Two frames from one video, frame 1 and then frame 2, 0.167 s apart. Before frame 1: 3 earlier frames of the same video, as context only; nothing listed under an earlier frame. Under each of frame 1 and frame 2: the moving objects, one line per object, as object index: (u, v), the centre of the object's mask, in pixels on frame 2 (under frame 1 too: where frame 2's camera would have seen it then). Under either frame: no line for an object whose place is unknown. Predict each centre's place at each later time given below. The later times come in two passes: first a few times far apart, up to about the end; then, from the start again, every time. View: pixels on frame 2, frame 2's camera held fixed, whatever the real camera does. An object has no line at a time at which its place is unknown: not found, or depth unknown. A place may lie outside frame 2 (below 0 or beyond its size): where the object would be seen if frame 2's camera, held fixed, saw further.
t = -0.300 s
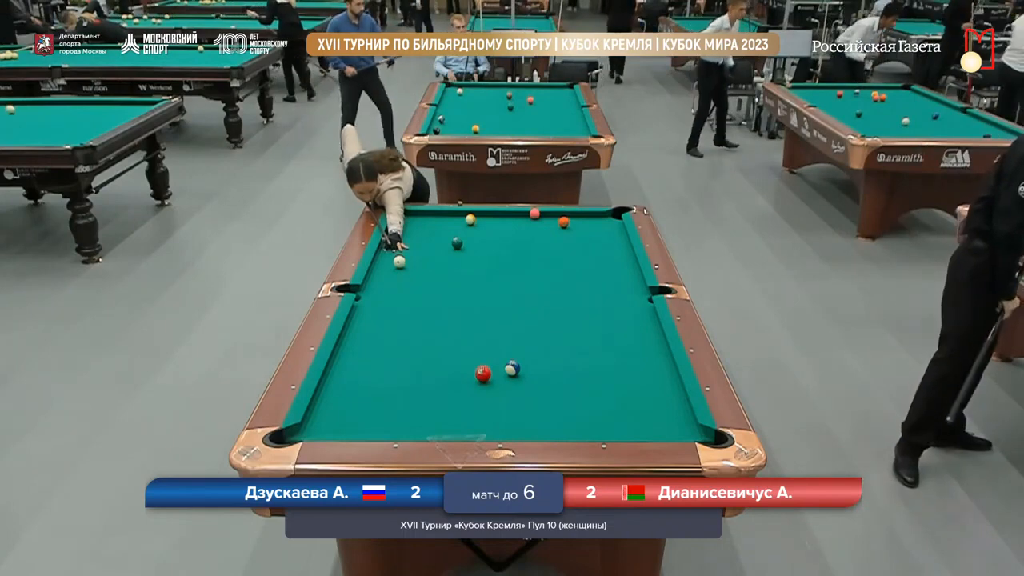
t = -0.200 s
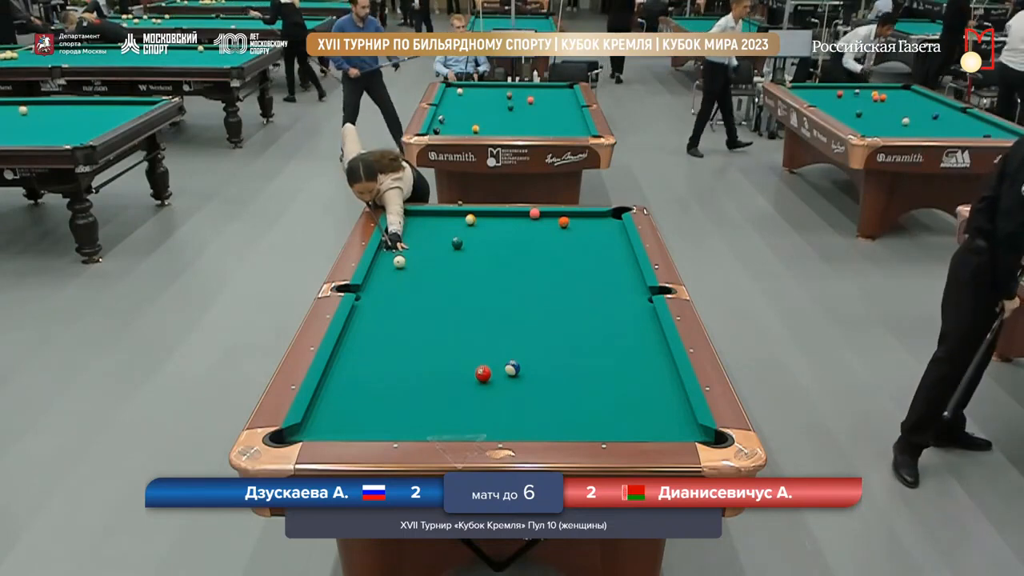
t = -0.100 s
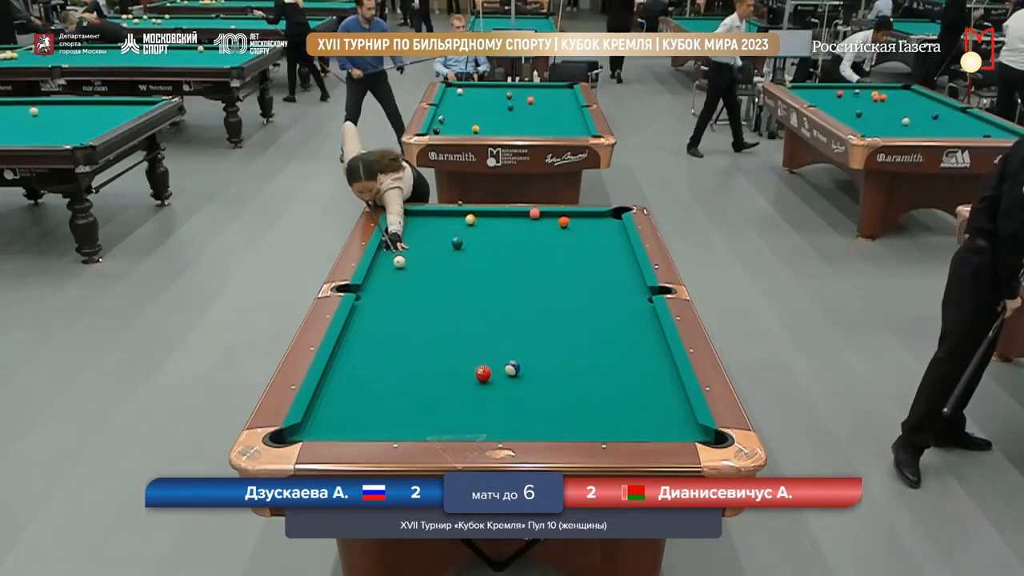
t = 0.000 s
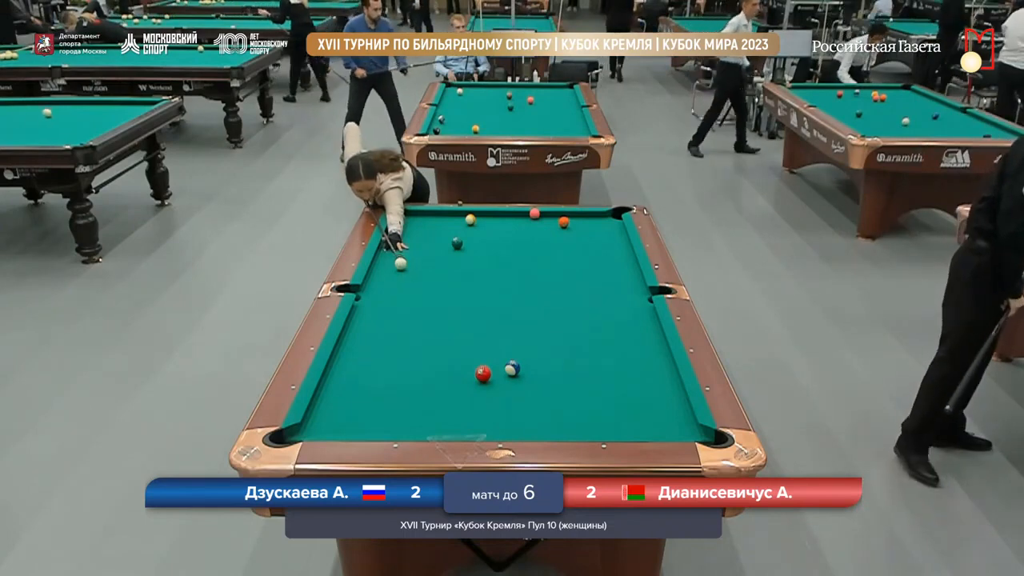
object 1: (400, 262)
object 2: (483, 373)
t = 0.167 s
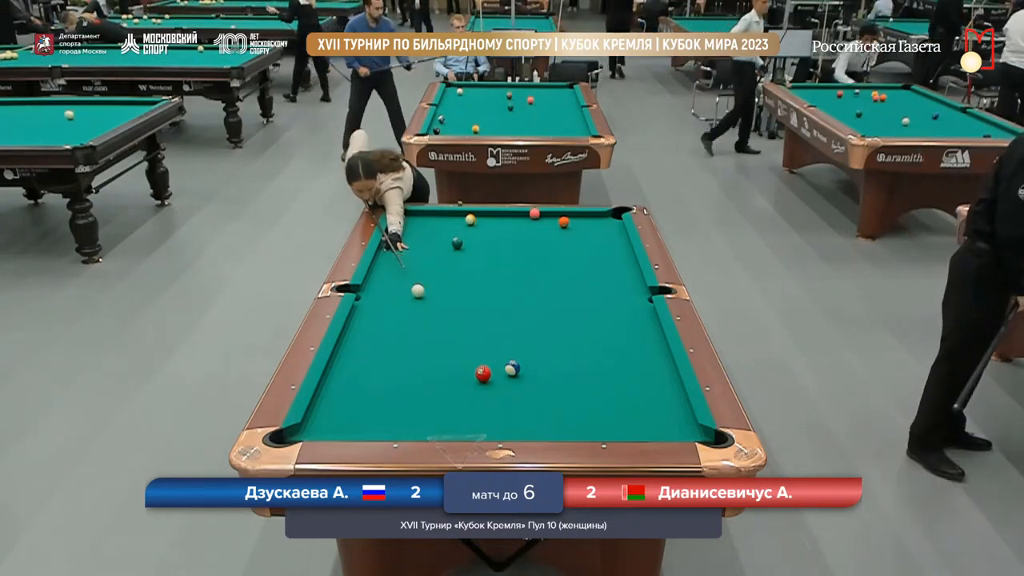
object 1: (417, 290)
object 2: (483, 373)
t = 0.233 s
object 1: (423, 299)
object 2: (483, 373)
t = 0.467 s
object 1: (450, 342)
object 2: (483, 373)
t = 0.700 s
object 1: (456, 385)
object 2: (506, 378)
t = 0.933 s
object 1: (429, 429)
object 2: (561, 389)
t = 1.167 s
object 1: (425, 402)
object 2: (607, 398)
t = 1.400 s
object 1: (419, 379)
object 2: (661, 409)
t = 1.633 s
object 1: (414, 358)
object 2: (670, 417)
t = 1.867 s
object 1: (410, 341)
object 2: (649, 424)
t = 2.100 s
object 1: (406, 325)
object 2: (628, 428)
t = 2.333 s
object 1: (402, 312)
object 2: (608, 429)
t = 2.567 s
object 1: (399, 299)
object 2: (590, 427)
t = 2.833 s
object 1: (395, 285)
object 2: (571, 425)
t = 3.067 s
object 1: (392, 275)
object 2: (558, 423)
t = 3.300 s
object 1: (389, 265)
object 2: (544, 421)
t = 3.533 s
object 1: (387, 257)
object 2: (532, 419)
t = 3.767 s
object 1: (385, 248)
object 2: (520, 418)
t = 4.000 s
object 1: (386, 241)
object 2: (511, 416)
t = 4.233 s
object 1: (391, 235)
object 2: (502, 415)
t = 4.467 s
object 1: (396, 229)
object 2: (494, 414)
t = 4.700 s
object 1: (400, 224)
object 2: (488, 413)
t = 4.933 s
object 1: (405, 219)
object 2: (482, 413)
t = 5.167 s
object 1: (408, 215)
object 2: (478, 412)
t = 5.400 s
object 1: (410, 213)
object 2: (475, 412)
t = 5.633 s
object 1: (410, 215)
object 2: (473, 412)
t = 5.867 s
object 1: (410, 217)
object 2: (473, 412)
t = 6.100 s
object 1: (410, 219)
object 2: (473, 412)
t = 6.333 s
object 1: (409, 220)
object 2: (473, 412)
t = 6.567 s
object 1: (409, 221)
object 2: (473, 412)
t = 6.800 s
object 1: (409, 222)
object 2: (473, 412)
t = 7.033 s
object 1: (409, 223)
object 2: (474, 412)
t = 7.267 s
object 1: (410, 223)
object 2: (474, 412)
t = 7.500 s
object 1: (410, 224)
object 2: (474, 412)
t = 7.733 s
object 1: (411, 224)
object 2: (474, 412)
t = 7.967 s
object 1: (411, 224)
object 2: (473, 412)
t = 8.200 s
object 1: (411, 224)
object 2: (474, 412)
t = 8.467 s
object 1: (411, 224)
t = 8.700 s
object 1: (411, 224)
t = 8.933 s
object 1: (411, 224)
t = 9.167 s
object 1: (411, 224)
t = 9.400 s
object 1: (411, 224)
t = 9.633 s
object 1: (411, 224)
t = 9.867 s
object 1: (411, 224)
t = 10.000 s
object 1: (411, 224)
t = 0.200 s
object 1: (421, 296)
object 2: (483, 373)
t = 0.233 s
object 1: (423, 299)
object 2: (483, 373)
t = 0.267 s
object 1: (426, 304)
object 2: (483, 373)
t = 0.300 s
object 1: (430, 310)
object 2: (483, 373)
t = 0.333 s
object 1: (434, 316)
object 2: (483, 373)
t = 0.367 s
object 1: (438, 322)
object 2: (483, 373)
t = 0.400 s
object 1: (442, 328)
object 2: (483, 373)
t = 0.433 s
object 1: (444, 331)
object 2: (483, 373)
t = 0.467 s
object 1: (450, 342)
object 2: (483, 373)
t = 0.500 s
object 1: (454, 348)
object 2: (483, 373)
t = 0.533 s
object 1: (458, 355)
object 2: (483, 373)
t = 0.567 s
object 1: (463, 363)
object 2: (483, 373)
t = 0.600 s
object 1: (465, 366)
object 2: (483, 373)
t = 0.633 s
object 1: (466, 373)
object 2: (487, 374)
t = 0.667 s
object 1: (460, 379)
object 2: (497, 377)
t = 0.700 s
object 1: (456, 385)
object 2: (506, 378)
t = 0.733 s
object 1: (451, 391)
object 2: (515, 380)
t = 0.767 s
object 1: (447, 398)
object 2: (523, 381)
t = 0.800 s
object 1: (445, 402)
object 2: (528, 382)
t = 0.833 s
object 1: (440, 412)
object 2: (539, 385)
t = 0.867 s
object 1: (436, 420)
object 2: (546, 386)
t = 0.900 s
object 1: (433, 426)
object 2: (554, 387)
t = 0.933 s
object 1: (429, 429)
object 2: (561, 389)
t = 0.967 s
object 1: (429, 427)
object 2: (565, 390)
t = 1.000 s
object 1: (428, 423)
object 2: (573, 391)
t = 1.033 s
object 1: (428, 418)
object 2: (580, 393)
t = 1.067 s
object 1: (427, 413)
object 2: (588, 394)
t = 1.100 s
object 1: (426, 408)
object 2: (595, 396)
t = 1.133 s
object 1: (426, 404)
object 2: (603, 397)
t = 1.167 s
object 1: (425, 402)
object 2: (607, 398)
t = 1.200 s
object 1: (424, 399)
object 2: (614, 399)
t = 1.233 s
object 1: (423, 393)
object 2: (626, 401)
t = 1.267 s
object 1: (422, 390)
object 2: (634, 403)
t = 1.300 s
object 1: (421, 387)
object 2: (641, 405)
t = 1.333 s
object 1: (421, 383)
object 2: (649, 406)
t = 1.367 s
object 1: (420, 382)
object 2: (653, 407)
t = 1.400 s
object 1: (419, 379)
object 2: (661, 409)
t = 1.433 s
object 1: (419, 376)
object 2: (669, 410)
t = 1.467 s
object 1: (418, 373)
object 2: (677, 411)
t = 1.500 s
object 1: (417, 370)
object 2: (685, 413)
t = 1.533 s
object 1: (417, 368)
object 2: (685, 414)
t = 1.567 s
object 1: (416, 365)
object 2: (680, 415)
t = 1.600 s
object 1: (415, 362)
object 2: (676, 416)
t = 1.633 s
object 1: (414, 358)
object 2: (670, 417)
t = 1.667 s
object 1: (414, 355)
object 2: (667, 418)
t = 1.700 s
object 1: (413, 353)
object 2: (664, 419)
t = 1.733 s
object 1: (413, 351)
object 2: (662, 420)
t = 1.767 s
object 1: (412, 349)
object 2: (659, 420)
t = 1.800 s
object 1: (411, 346)
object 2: (655, 421)
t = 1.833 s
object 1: (411, 343)
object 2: (652, 423)
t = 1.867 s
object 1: (410, 341)
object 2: (649, 424)
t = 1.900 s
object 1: (409, 339)
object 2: (646, 424)
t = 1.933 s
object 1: (409, 337)
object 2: (644, 425)
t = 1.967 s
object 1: (408, 335)
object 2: (641, 426)
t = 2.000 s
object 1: (408, 332)
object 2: (637, 427)
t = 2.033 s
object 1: (407, 329)
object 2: (633, 427)
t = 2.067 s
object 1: (406, 327)
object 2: (630, 428)
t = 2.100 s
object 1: (406, 325)
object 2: (628, 428)
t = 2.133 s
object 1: (405, 324)
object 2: (625, 429)
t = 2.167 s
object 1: (404, 321)
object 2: (622, 429)
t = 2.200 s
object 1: (404, 319)
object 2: (618, 430)
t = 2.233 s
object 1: (403, 317)
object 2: (615, 430)
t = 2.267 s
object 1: (403, 315)
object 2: (613, 430)
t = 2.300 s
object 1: (403, 314)
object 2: (611, 429)
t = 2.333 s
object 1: (402, 312)
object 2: (608, 429)
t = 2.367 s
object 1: (402, 310)
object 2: (606, 429)
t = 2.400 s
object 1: (401, 308)
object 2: (603, 429)
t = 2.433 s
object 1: (400, 305)
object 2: (599, 428)
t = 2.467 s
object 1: (400, 303)
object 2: (596, 428)
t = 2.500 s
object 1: (399, 302)
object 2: (595, 428)
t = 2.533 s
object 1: (399, 300)
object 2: (592, 428)
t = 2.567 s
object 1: (399, 299)
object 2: (590, 427)
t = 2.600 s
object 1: (398, 297)
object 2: (587, 427)
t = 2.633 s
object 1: (397, 295)
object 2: (585, 427)
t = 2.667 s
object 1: (397, 293)
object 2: (583, 427)
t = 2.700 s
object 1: (397, 292)
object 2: (581, 426)
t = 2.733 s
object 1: (396, 291)
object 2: (579, 426)
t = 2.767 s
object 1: (396, 289)
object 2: (577, 426)
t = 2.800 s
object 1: (395, 287)
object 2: (574, 425)
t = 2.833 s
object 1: (395, 285)
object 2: (571, 425)
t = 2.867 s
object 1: (394, 284)
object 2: (569, 425)
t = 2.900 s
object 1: (394, 282)
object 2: (568, 424)
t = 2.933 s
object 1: (393, 280)
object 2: (565, 424)
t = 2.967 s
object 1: (393, 279)
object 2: (563, 424)
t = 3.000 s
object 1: (393, 278)
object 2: (561, 424)
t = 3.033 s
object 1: (392, 276)
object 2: (559, 423)
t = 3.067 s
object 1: (392, 275)
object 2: (558, 423)
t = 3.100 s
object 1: (391, 274)
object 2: (556, 423)
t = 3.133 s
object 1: (391, 272)
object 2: (554, 423)
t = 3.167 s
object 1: (391, 271)
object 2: (551, 422)
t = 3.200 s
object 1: (390, 270)
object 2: (549, 422)
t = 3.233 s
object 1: (390, 267)
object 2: (547, 422)
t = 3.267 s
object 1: (390, 267)
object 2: (546, 422)
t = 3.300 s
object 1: (389, 265)
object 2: (544, 421)
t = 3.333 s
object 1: (389, 264)
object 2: (542, 421)
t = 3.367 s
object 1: (389, 263)
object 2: (540, 421)
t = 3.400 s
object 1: (388, 261)
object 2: (538, 420)
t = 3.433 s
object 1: (388, 260)
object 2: (536, 420)
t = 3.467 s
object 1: (388, 259)
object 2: (536, 420)
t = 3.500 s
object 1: (387, 258)
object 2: (533, 420)
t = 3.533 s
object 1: (387, 257)
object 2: (532, 419)
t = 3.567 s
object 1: (387, 255)
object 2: (530, 419)
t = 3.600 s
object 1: (387, 254)
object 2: (528, 419)
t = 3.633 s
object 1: (386, 253)
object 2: (527, 418)
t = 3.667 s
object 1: (386, 252)
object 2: (525, 418)
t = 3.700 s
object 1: (385, 250)
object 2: (524, 418)
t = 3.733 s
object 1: (385, 249)
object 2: (522, 418)
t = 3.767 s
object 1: (385, 248)
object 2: (520, 418)
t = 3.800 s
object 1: (385, 247)
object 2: (519, 417)
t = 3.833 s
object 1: (384, 246)
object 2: (518, 417)
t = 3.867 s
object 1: (384, 245)
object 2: (516, 417)
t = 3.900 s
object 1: (384, 244)
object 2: (515, 417)
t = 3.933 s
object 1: (385, 243)
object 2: (513, 416)
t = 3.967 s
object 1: (386, 242)
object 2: (512, 416)
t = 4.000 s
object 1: (386, 241)
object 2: (511, 416)
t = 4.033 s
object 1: (387, 241)
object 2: (510, 416)
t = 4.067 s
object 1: (388, 240)
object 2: (508, 415)
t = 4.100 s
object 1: (389, 238)
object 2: (507, 415)
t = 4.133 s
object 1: (390, 238)
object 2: (505, 415)
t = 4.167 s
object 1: (390, 237)
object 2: (504, 415)
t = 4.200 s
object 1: (391, 236)
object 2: (503, 414)
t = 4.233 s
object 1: (391, 235)
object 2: (502, 415)
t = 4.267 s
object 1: (392, 234)
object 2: (501, 415)
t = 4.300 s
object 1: (393, 233)
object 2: (500, 414)
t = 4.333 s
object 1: (394, 233)
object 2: (499, 414)
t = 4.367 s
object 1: (394, 232)
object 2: (497, 414)
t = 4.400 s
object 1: (395, 231)
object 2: (497, 414)
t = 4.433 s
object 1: (396, 230)
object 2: (495, 414)
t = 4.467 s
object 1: (396, 229)
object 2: (494, 414)
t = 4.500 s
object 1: (397, 228)
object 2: (493, 414)
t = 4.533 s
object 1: (398, 228)
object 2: (492, 414)
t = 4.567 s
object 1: (398, 227)
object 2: (491, 413)
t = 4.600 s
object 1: (398, 226)
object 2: (491, 413)
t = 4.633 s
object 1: (399, 225)
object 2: (490, 413)
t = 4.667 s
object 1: (400, 225)
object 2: (489, 413)
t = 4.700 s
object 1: (400, 224)
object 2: (488, 413)
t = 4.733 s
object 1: (401, 223)
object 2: (487, 413)
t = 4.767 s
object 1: (401, 223)
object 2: (486, 413)
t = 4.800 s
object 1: (402, 222)
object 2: (486, 413)
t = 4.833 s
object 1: (403, 221)
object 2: (484, 413)
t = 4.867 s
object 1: (403, 220)
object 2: (484, 413)
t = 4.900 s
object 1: (404, 220)
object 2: (483, 413)
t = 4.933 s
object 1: (405, 219)
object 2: (482, 413)
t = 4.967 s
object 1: (405, 219)
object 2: (482, 412)
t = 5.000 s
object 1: (406, 218)
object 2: (481, 412)
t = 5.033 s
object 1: (406, 217)
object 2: (480, 412)
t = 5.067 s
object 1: (407, 216)
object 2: (480, 412)
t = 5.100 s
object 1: (407, 216)
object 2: (479, 412)
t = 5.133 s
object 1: (408, 215)
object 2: (478, 412)
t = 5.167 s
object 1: (408, 215)
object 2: (478, 412)
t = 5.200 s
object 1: (409, 214)
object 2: (478, 412)
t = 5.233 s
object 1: (409, 213)
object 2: (477, 412)
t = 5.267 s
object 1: (410, 212)
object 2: (476, 412)
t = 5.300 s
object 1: (410, 212)
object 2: (476, 412)
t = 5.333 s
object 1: (410, 212)
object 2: (476, 412)
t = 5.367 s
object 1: (410, 212)
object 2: (475, 412)
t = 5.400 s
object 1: (410, 213)
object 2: (475, 412)
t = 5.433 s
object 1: (410, 213)
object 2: (475, 412)
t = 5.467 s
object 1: (410, 213)
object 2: (474, 412)
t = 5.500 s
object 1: (410, 214)
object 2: (474, 412)
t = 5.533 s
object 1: (410, 214)
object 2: (474, 412)
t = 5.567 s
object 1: (410, 214)
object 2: (474, 412)
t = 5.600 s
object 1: (410, 214)
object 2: (473, 412)
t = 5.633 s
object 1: (410, 215)
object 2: (473, 412)
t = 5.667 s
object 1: (410, 215)
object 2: (473, 412)
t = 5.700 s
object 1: (410, 216)
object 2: (473, 412)
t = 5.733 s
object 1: (410, 216)
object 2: (473, 412)
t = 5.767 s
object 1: (410, 216)
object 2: (473, 412)
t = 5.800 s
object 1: (410, 216)
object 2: (473, 412)
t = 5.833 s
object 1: (410, 217)
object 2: (473, 412)
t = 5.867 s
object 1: (410, 217)
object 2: (473, 412)
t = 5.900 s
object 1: (410, 217)
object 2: (473, 411)
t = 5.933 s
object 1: (410, 217)
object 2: (473, 411)
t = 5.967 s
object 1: (410, 217)
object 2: (473, 412)
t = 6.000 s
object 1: (410, 218)
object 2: (473, 412)
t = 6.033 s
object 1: (410, 218)
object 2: (473, 412)
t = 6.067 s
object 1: (410, 219)
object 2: (473, 412)
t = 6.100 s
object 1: (410, 219)
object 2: (473, 412)
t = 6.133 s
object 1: (410, 219)
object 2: (473, 412)
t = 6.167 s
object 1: (410, 219)
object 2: (473, 412)
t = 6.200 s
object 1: (410, 219)
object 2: (473, 412)
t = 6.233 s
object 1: (410, 219)
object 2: (473, 412)
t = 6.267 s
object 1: (410, 220)
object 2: (473, 412)
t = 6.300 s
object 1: (409, 220)
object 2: (473, 412)
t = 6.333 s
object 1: (409, 220)
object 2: (473, 412)
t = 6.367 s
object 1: (409, 220)
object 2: (473, 412)
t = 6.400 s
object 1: (409, 220)
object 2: (473, 412)
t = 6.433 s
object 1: (409, 221)
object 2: (473, 412)
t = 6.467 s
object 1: (409, 221)
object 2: (473, 412)
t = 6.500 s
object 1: (409, 221)
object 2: (473, 412)
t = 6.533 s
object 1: (409, 221)
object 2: (473, 412)
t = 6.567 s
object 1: (409, 221)
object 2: (473, 412)
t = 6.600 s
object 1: (409, 221)
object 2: (473, 412)
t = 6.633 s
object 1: (409, 222)
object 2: (473, 412)
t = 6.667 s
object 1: (409, 222)
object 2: (474, 412)
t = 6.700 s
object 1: (409, 222)
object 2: (473, 412)
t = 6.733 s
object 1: (409, 222)
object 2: (473, 412)
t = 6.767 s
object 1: (409, 222)
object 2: (473, 412)
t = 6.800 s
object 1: (409, 222)
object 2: (473, 412)
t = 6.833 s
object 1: (409, 222)
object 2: (474, 412)
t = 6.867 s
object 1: (409, 222)
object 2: (474, 412)
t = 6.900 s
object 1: (409, 222)
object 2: (474, 412)
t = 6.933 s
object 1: (409, 223)
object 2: (473, 412)
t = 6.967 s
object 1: (409, 223)
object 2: (474, 412)
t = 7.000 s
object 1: (409, 223)
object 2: (474, 412)
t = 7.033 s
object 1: (409, 223)
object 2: (474, 412)
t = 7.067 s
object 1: (409, 223)
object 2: (474, 412)
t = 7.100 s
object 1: (409, 223)
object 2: (474, 412)
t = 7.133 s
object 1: (409, 223)
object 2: (473, 412)
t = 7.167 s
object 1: (409, 223)
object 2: (474, 412)
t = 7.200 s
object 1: (410, 223)
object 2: (474, 412)
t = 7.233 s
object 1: (410, 223)
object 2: (474, 412)
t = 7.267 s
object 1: (410, 223)
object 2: (474, 412)
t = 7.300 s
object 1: (410, 223)
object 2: (474, 412)
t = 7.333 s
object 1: (410, 223)
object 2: (473, 412)
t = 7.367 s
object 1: (410, 224)
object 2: (474, 412)
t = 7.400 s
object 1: (410, 224)
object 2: (474, 412)
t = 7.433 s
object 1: (410, 224)
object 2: (474, 412)
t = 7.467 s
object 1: (410, 224)
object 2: (474, 412)
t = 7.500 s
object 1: (410, 224)
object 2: (474, 412)
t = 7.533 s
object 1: (410, 224)
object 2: (474, 412)
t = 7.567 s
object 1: (410, 224)
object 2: (474, 412)
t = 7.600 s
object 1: (410, 224)
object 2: (474, 412)
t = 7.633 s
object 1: (410, 224)
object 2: (474, 412)
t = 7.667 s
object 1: (411, 224)
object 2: (474, 412)
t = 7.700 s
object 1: (411, 224)
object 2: (474, 412)
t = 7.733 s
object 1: (411, 224)
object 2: (474, 412)
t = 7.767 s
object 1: (411, 224)
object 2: (474, 412)
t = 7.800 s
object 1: (411, 224)
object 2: (474, 412)
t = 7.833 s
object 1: (411, 224)
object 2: (474, 412)
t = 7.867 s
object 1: (411, 224)
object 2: (473, 412)
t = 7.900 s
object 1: (411, 224)
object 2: (473, 412)
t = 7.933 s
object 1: (411, 224)
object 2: (473, 412)
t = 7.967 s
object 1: (411, 224)
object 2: (473, 412)
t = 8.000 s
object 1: (411, 224)
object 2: (474, 412)
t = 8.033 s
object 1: (411, 224)
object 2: (473, 412)
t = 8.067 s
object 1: (411, 224)
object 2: (473, 412)
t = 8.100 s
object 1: (411, 224)
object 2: (473, 412)
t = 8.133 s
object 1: (411, 224)
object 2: (473, 412)
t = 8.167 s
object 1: (411, 224)
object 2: (473, 412)
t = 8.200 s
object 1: (411, 224)
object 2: (474, 412)
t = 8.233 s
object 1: (411, 224)
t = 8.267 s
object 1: (411, 224)
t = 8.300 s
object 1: (411, 224)
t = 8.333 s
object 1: (411, 224)
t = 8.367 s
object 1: (411, 224)
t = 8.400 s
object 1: (411, 224)
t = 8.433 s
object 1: (411, 224)
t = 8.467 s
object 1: (411, 224)
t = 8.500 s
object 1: (411, 224)
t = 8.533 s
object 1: (411, 224)
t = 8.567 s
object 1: (411, 224)
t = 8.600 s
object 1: (411, 224)
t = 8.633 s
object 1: (411, 224)
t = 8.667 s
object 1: (411, 224)
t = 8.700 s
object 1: (411, 224)
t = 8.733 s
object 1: (411, 224)
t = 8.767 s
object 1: (411, 224)
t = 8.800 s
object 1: (411, 224)
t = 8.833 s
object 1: (411, 224)
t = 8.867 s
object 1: (411, 224)
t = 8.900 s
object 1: (411, 224)
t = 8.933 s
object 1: (411, 224)
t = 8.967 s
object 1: (411, 224)
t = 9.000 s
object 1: (411, 224)
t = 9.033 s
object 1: (411, 224)
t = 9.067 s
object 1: (411, 224)
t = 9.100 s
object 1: (411, 224)
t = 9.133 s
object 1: (411, 224)
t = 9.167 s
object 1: (411, 224)
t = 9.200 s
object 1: (411, 224)
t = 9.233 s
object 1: (411, 224)
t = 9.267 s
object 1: (411, 224)
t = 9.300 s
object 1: (411, 224)
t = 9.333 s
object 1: (411, 224)
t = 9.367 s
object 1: (411, 224)
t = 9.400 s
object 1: (411, 224)
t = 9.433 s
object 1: (411, 224)
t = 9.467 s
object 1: (411, 224)
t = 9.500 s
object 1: (411, 224)
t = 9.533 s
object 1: (411, 224)
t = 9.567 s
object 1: (411, 224)
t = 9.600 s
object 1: (411, 224)
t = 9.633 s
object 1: (411, 224)
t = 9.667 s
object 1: (411, 224)
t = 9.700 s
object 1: (411, 224)
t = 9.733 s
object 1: (411, 224)
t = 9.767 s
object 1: (411, 224)
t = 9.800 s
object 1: (411, 224)
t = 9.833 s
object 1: (411, 224)
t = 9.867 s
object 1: (411, 224)
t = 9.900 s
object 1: (411, 224)
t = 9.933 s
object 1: (411, 224)
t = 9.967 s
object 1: (411, 224)
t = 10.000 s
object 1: (411, 224)
